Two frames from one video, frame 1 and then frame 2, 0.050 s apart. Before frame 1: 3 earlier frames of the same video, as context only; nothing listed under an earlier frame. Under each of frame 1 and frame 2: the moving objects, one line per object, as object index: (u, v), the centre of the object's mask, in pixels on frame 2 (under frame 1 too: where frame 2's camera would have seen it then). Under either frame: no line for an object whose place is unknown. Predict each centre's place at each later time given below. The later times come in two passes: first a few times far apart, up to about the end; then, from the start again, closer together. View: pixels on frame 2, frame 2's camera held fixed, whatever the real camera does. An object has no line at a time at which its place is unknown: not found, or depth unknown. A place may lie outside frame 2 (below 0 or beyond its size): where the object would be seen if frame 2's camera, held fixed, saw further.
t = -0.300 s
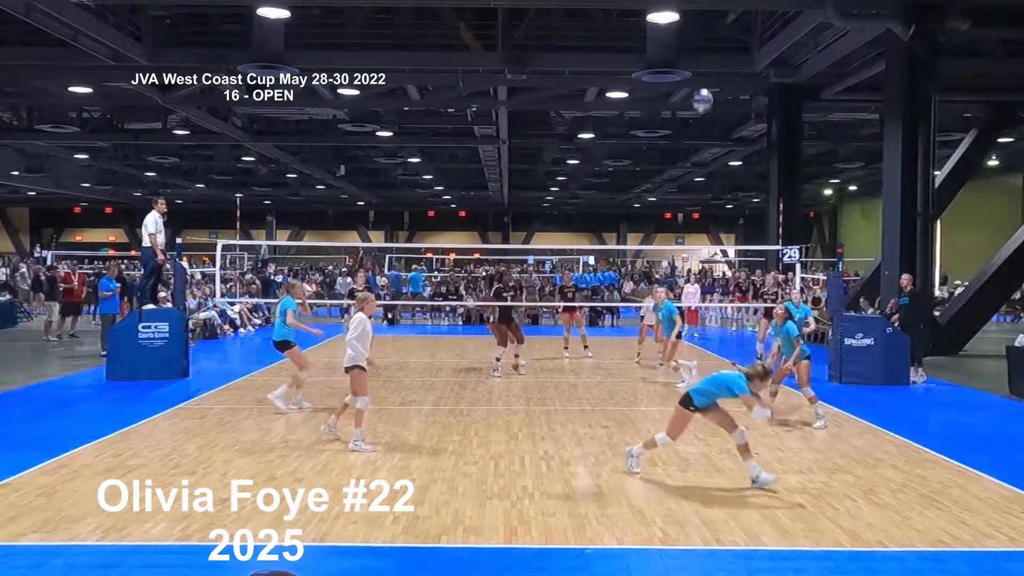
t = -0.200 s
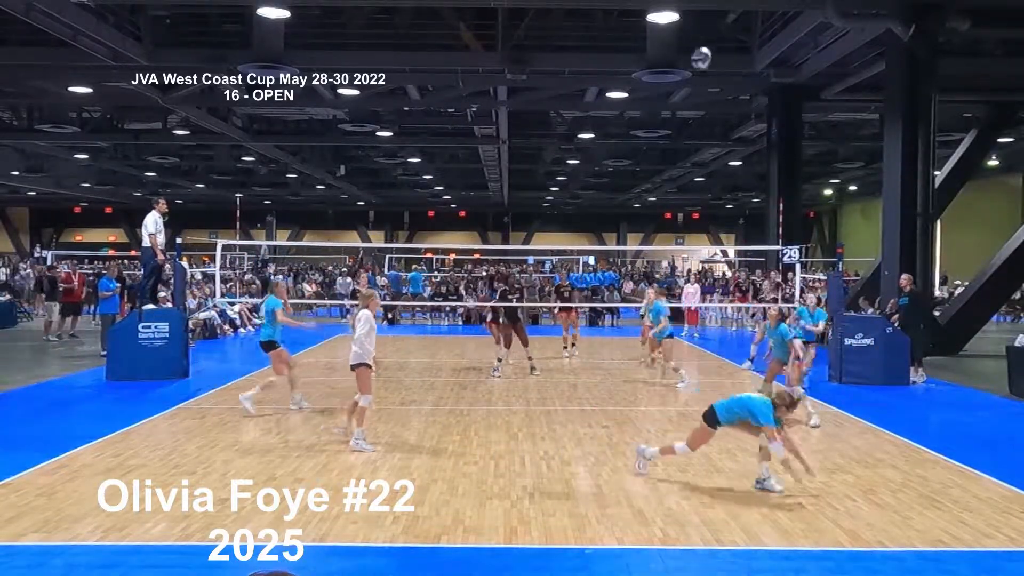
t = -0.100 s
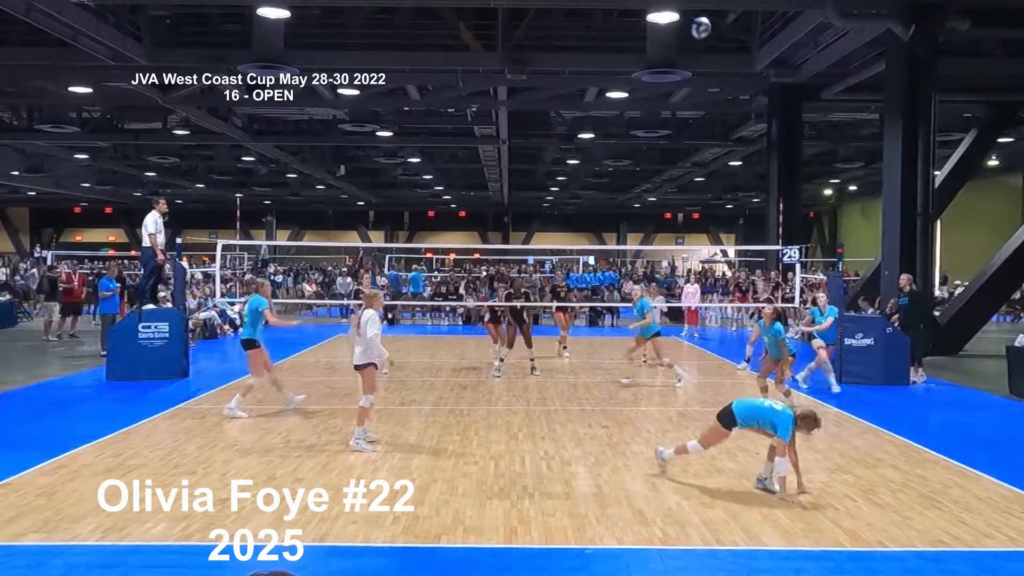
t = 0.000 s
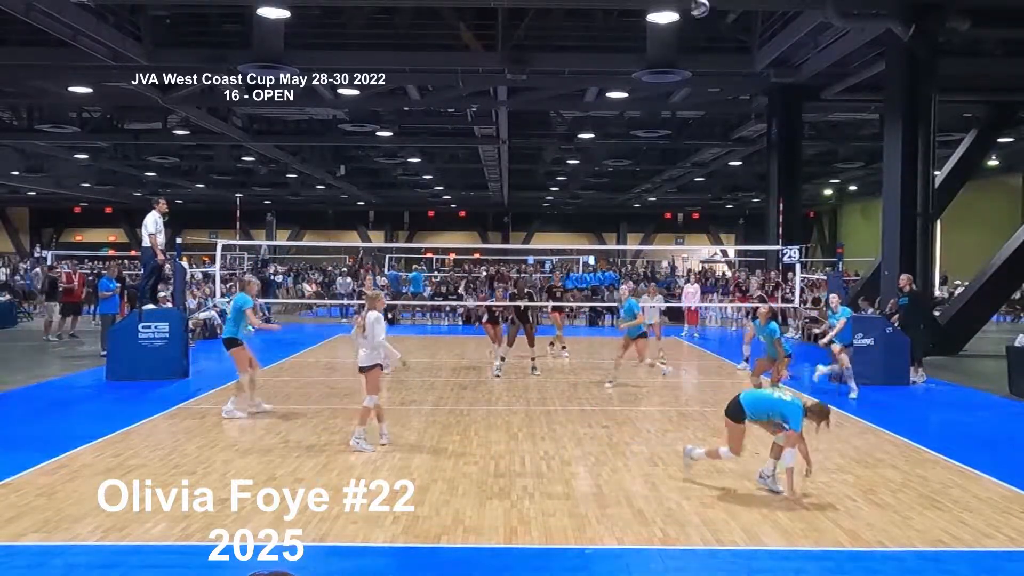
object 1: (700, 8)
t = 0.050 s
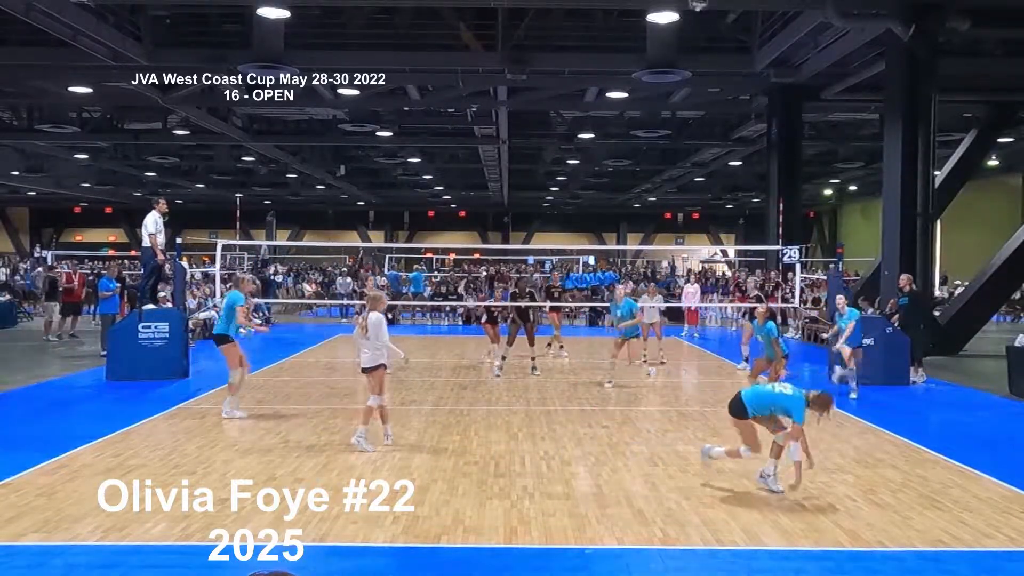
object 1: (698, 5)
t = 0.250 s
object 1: (694, 3)
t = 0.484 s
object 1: (689, 31)
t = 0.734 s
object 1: (683, 107)
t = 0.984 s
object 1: (679, 215)
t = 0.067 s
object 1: (698, 4)
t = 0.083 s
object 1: (698, 3)
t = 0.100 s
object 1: (697, 3)
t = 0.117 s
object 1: (697, 2)
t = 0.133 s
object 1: (696, 2)
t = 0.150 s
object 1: (696, 2)
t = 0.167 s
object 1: (695, 2)
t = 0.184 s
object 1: (695, 2)
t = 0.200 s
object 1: (695, 2)
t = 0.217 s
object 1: (694, 2)
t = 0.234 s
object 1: (695, 2)
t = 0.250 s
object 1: (694, 3)
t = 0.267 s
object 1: (694, 3)
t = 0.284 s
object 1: (692, 4)
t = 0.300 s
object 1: (693, 4)
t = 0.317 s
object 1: (692, 5)
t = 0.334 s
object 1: (692, 7)
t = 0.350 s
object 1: (692, 7)
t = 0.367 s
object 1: (692, 9)
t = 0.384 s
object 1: (691, 11)
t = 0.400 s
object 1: (691, 14)
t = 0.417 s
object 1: (691, 17)
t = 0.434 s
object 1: (690, 21)
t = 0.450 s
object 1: (690, 24)
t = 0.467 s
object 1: (689, 27)
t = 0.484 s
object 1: (689, 31)
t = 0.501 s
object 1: (688, 35)
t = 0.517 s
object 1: (688, 39)
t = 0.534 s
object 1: (688, 43)
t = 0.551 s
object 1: (687, 48)
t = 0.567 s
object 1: (687, 52)
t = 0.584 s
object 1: (687, 57)
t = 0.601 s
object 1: (686, 62)
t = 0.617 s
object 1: (686, 67)
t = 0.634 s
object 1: (686, 72)
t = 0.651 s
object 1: (685, 77)
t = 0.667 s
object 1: (685, 83)
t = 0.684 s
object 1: (684, 89)
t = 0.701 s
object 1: (684, 95)
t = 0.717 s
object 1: (683, 101)
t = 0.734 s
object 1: (683, 107)
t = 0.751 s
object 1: (683, 114)
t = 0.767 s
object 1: (682, 119)
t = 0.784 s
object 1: (682, 126)
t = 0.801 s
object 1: (682, 133)
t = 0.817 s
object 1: (681, 139)
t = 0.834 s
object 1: (681, 147)
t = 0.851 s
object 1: (680, 153)
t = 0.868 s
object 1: (680, 161)
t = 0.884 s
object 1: (680, 168)
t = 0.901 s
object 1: (680, 176)
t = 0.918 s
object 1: (680, 183)
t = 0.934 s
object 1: (680, 191)
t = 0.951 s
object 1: (679, 199)
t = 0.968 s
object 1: (679, 206)
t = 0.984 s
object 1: (679, 215)
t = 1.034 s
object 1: (679, 238)
